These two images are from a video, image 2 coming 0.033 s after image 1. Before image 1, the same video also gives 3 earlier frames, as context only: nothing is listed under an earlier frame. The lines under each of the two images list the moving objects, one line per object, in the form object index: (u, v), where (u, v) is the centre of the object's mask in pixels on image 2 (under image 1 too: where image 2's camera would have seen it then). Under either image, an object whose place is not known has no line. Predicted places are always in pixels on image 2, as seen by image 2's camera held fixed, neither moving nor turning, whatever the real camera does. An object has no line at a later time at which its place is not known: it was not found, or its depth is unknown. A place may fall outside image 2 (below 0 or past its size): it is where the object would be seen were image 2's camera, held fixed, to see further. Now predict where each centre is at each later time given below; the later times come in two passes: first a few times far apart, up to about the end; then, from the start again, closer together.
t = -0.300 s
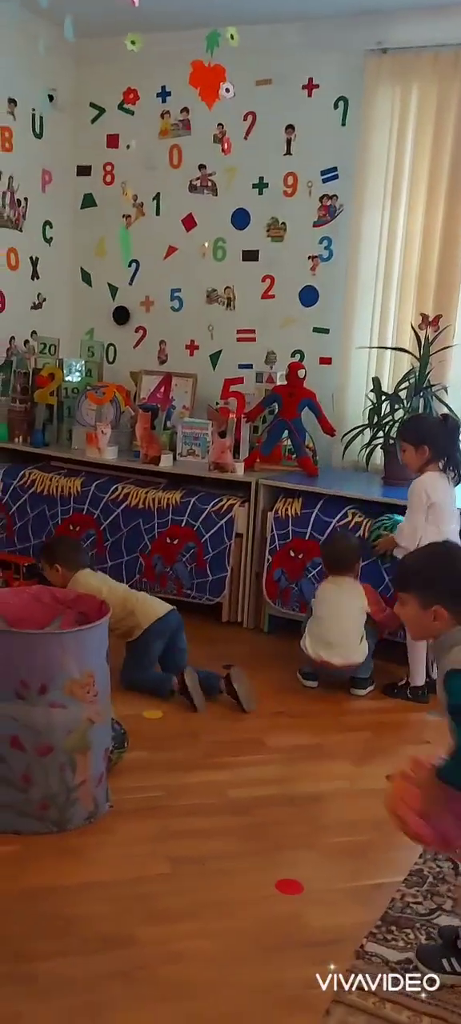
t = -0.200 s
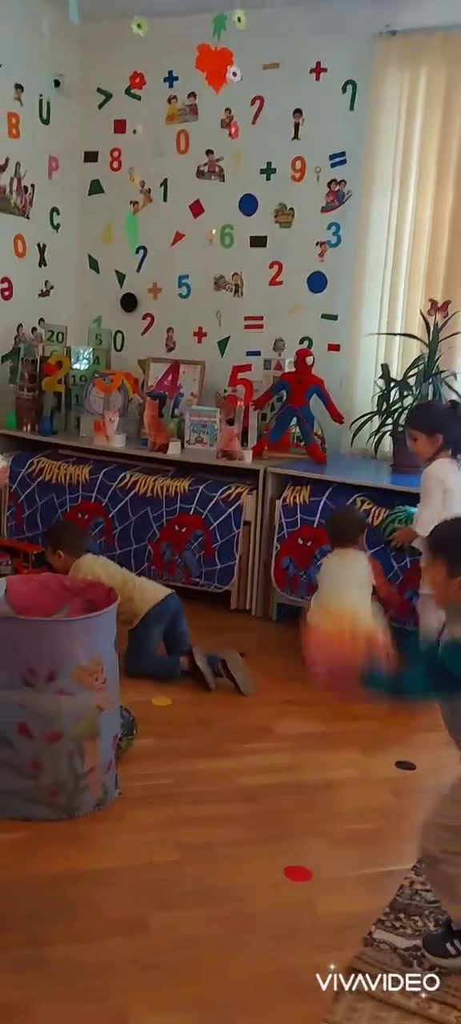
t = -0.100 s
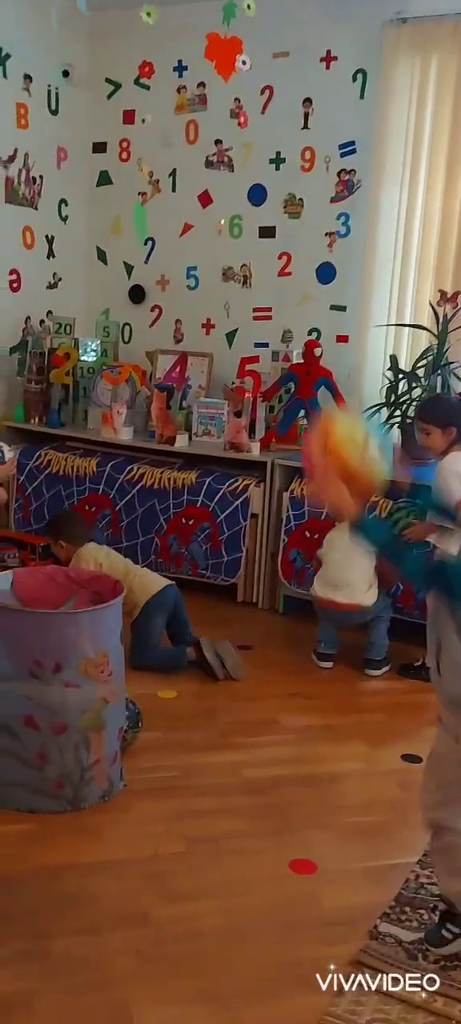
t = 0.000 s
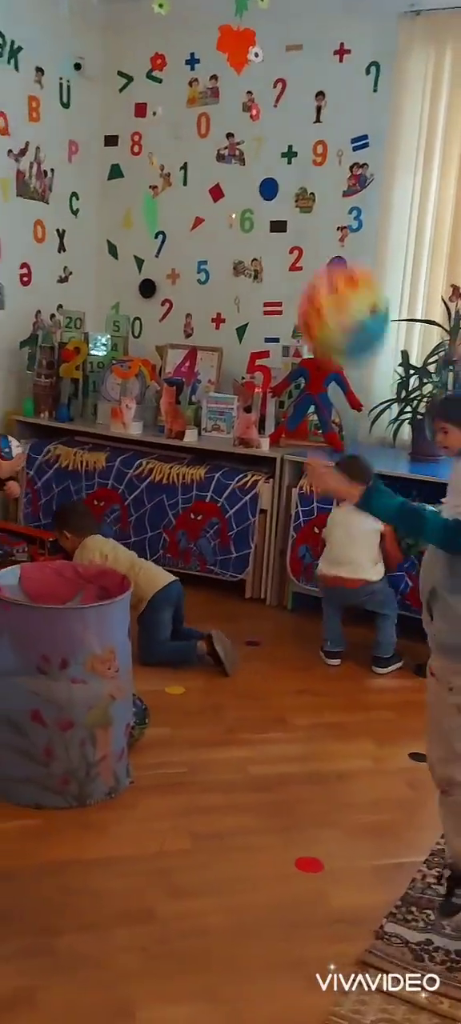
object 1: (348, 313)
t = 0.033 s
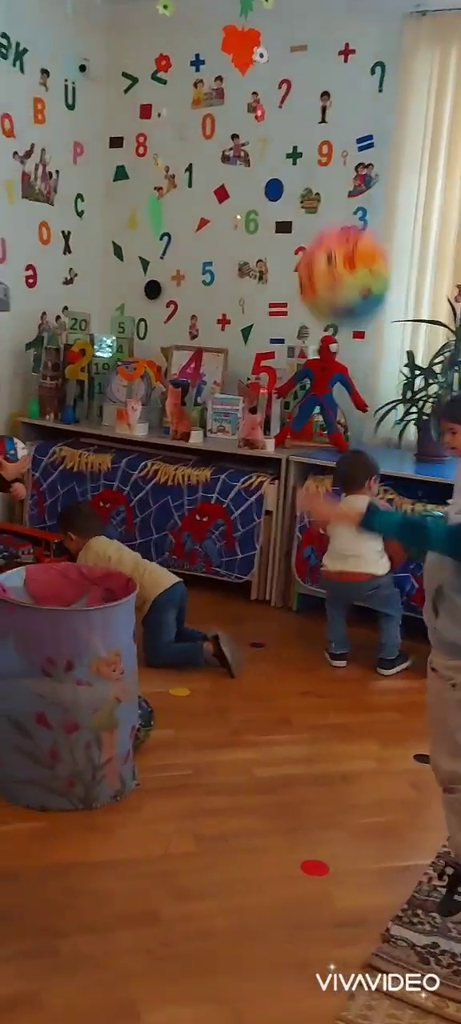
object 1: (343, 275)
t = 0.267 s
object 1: (313, 142)
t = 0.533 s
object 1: (243, 271)
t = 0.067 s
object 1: (338, 241)
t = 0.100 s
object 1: (336, 211)
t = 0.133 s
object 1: (332, 187)
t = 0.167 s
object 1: (329, 169)
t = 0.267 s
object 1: (313, 142)
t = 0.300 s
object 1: (305, 143)
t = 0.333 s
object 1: (296, 152)
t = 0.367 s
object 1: (290, 162)
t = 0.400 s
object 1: (280, 178)
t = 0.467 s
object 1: (262, 218)
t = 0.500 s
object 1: (252, 244)
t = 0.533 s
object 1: (243, 271)
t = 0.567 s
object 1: (235, 301)
